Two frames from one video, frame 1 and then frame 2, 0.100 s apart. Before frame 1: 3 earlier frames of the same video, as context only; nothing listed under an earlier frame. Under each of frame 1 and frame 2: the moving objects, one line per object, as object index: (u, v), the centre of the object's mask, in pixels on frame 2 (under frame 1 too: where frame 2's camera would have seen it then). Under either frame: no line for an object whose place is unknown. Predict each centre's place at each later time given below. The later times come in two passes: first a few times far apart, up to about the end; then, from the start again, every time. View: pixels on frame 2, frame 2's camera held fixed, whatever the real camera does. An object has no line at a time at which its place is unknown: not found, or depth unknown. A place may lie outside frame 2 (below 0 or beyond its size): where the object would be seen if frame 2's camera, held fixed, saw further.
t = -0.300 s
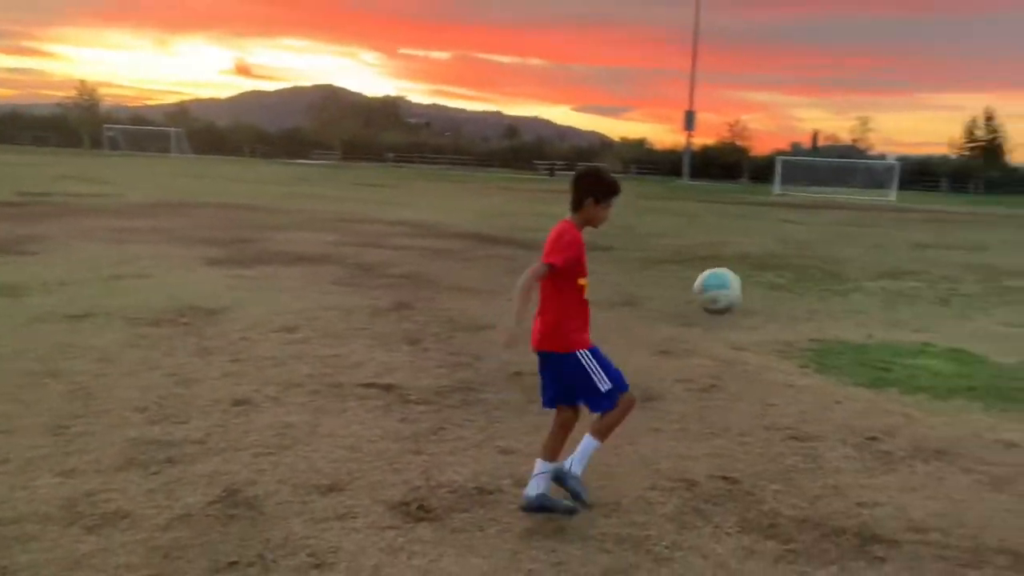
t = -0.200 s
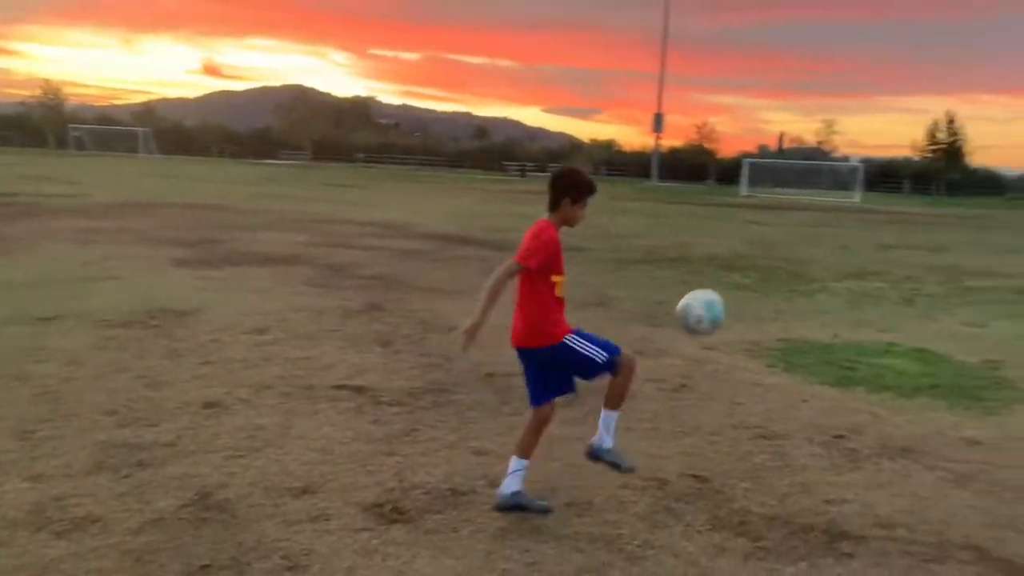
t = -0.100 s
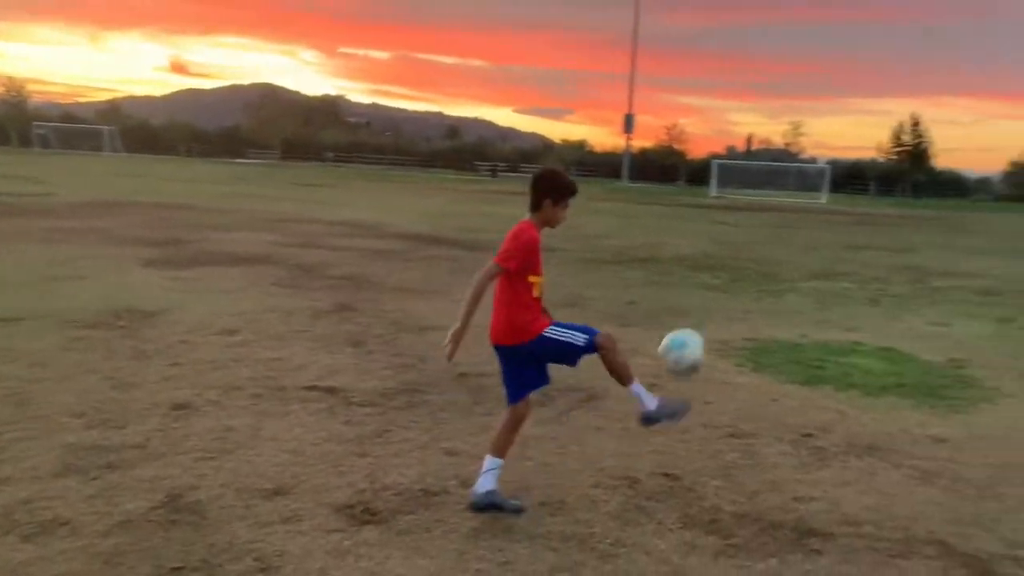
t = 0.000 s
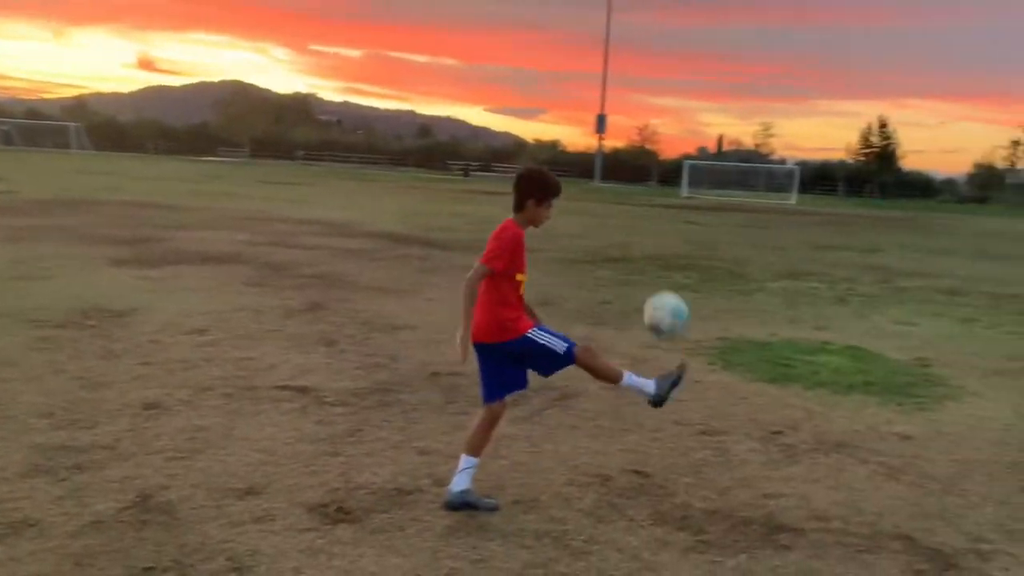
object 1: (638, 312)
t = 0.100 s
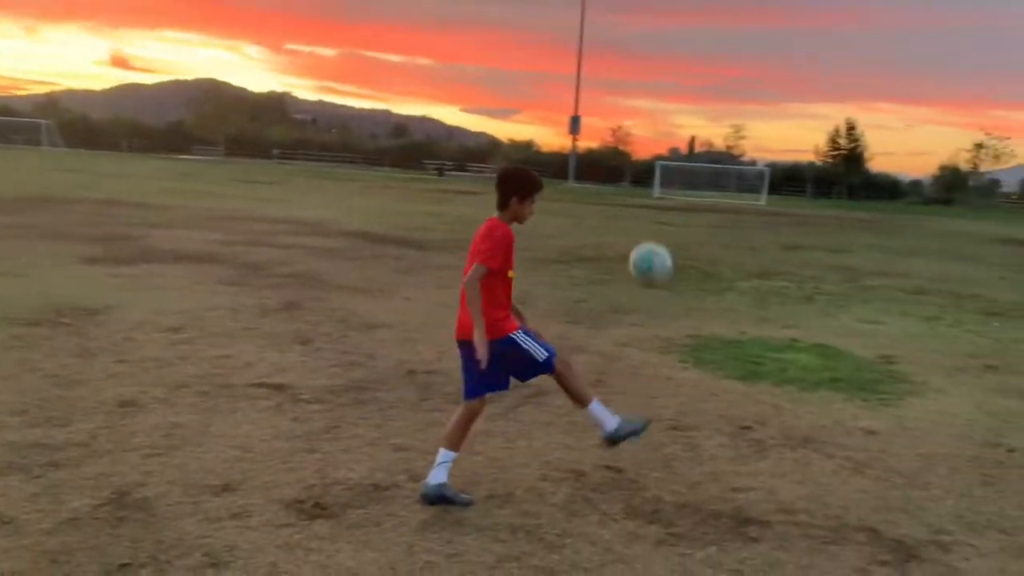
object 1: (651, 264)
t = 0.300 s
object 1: (667, 226)
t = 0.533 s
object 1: (678, 275)
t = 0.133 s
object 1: (655, 252)
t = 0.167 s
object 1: (657, 242)
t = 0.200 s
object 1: (660, 235)
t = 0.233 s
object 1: (663, 230)
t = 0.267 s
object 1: (665, 227)
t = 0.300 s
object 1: (667, 226)
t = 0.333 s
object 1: (670, 227)
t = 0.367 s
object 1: (672, 230)
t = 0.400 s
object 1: (674, 235)
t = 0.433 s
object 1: (675, 240)
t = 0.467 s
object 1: (675, 250)
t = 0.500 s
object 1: (677, 260)
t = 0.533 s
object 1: (678, 275)
